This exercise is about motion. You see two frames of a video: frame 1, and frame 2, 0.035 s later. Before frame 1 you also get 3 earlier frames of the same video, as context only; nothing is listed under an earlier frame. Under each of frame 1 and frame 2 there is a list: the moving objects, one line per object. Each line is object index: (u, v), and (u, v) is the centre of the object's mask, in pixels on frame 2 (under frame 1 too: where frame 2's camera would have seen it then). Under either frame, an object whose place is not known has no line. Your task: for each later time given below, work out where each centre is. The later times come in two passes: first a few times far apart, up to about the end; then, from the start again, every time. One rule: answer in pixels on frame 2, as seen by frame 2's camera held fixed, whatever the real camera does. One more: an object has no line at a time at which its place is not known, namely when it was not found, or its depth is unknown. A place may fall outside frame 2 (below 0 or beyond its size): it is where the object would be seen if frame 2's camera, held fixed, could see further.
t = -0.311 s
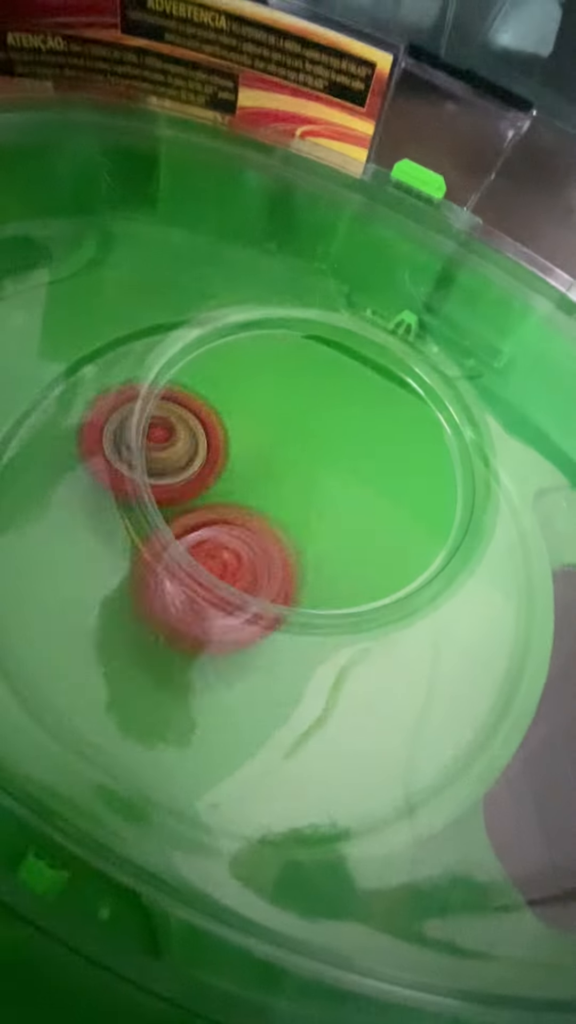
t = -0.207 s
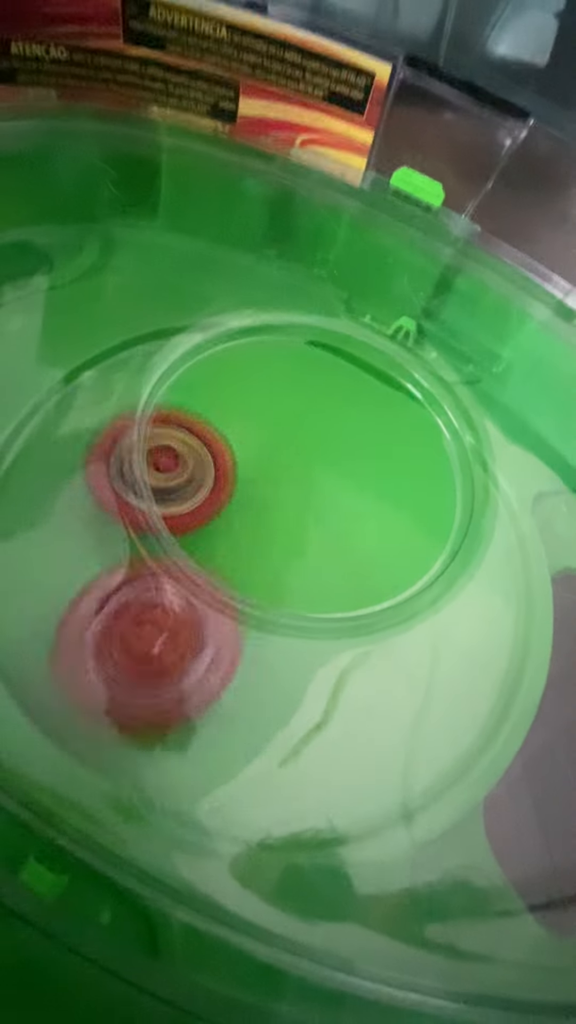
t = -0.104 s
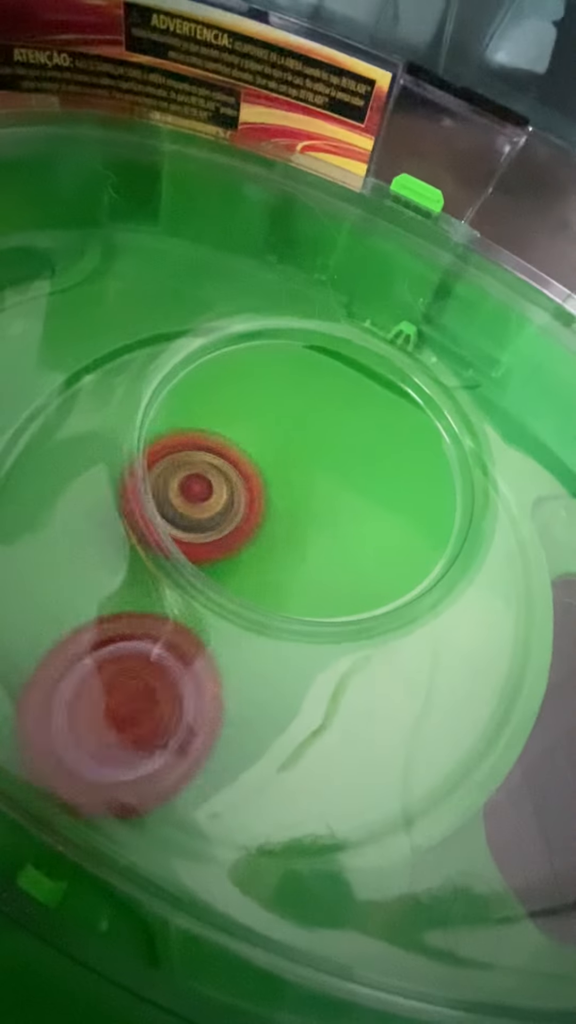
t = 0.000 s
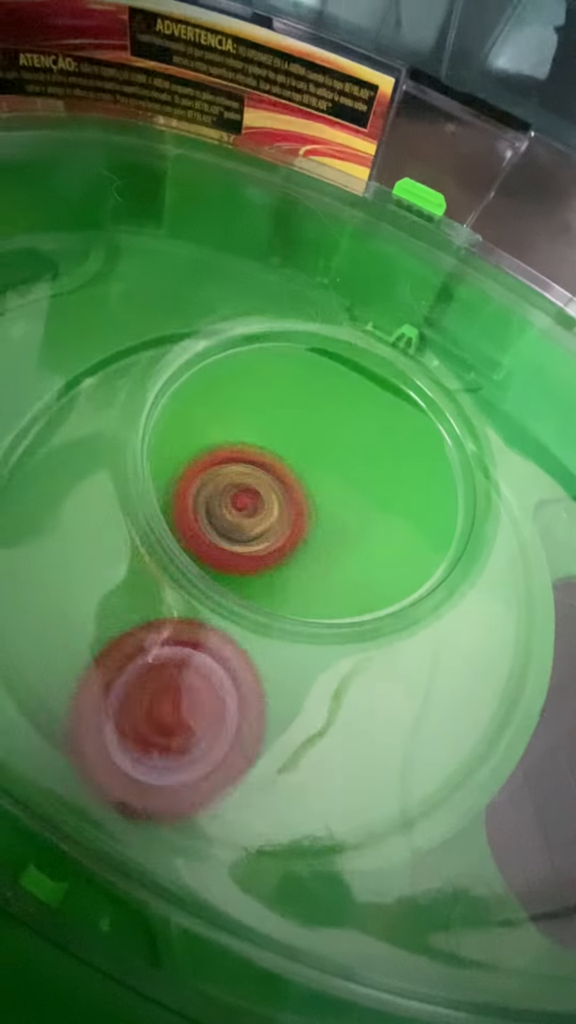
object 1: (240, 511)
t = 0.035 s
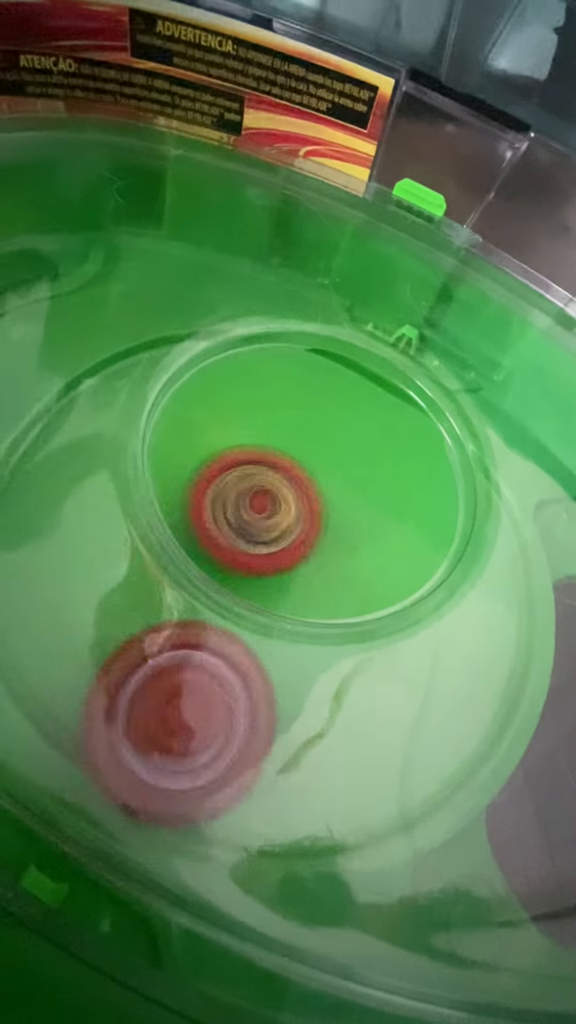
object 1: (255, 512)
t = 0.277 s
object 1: (345, 488)
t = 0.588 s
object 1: (352, 432)
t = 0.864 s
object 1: (394, 466)
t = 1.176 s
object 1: (450, 520)
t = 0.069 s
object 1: (270, 511)
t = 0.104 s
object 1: (284, 509)
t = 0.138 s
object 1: (298, 506)
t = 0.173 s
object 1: (312, 503)
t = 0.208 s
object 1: (324, 499)
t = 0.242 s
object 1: (335, 493)
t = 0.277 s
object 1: (345, 488)
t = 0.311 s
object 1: (353, 482)
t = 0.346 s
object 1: (365, 469)
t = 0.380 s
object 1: (369, 462)
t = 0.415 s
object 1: (371, 455)
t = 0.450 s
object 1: (371, 448)
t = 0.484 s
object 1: (369, 441)
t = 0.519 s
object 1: (364, 436)
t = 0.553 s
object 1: (359, 433)
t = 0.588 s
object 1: (352, 432)
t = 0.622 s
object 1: (345, 432)
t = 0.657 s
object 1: (339, 434)
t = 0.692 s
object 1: (344, 439)
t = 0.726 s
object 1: (353, 445)
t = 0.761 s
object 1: (361, 450)
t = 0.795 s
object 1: (372, 454)
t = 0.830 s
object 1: (384, 461)
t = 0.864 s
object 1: (394, 466)
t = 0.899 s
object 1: (402, 472)
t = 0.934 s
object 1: (414, 477)
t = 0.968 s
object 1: (422, 483)
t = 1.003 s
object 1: (428, 488)
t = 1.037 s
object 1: (435, 495)
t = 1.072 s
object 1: (440, 501)
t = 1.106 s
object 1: (444, 507)
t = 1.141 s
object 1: (448, 514)
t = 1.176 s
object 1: (450, 520)
